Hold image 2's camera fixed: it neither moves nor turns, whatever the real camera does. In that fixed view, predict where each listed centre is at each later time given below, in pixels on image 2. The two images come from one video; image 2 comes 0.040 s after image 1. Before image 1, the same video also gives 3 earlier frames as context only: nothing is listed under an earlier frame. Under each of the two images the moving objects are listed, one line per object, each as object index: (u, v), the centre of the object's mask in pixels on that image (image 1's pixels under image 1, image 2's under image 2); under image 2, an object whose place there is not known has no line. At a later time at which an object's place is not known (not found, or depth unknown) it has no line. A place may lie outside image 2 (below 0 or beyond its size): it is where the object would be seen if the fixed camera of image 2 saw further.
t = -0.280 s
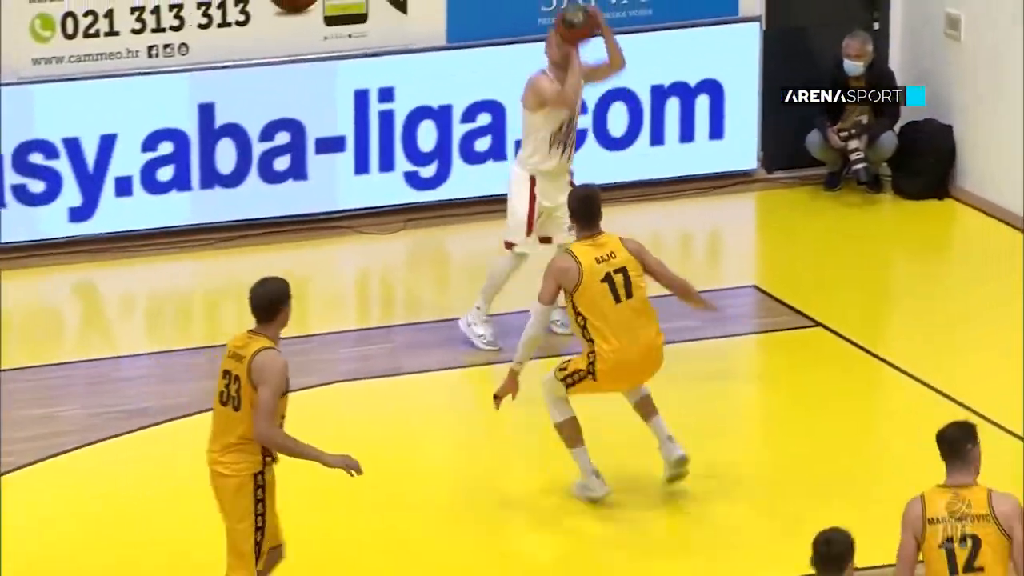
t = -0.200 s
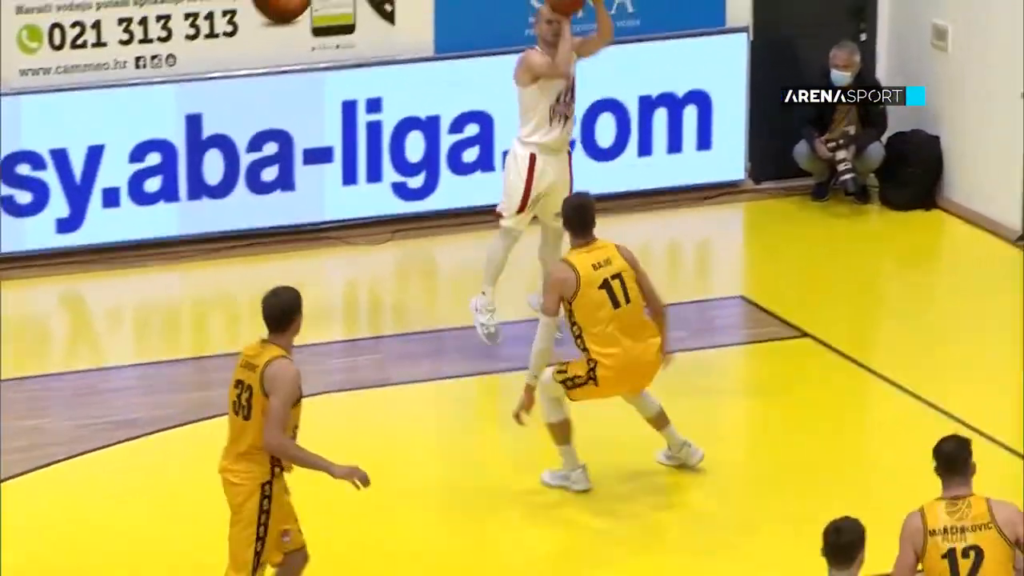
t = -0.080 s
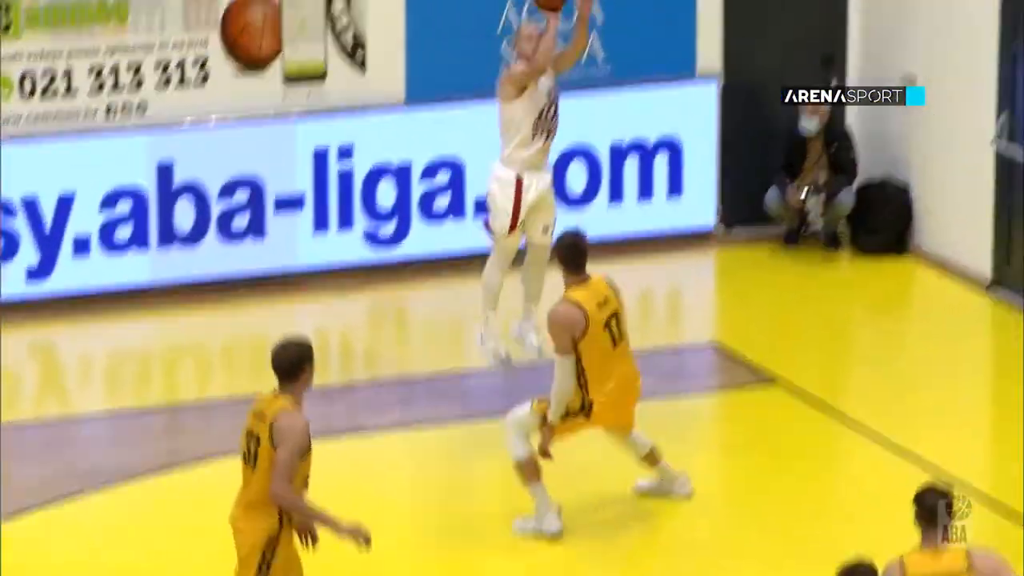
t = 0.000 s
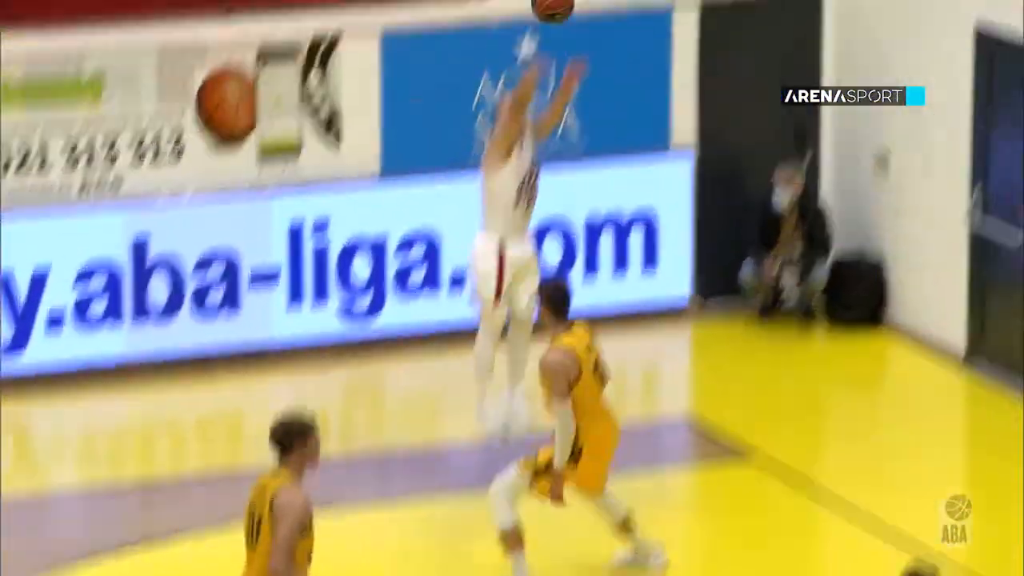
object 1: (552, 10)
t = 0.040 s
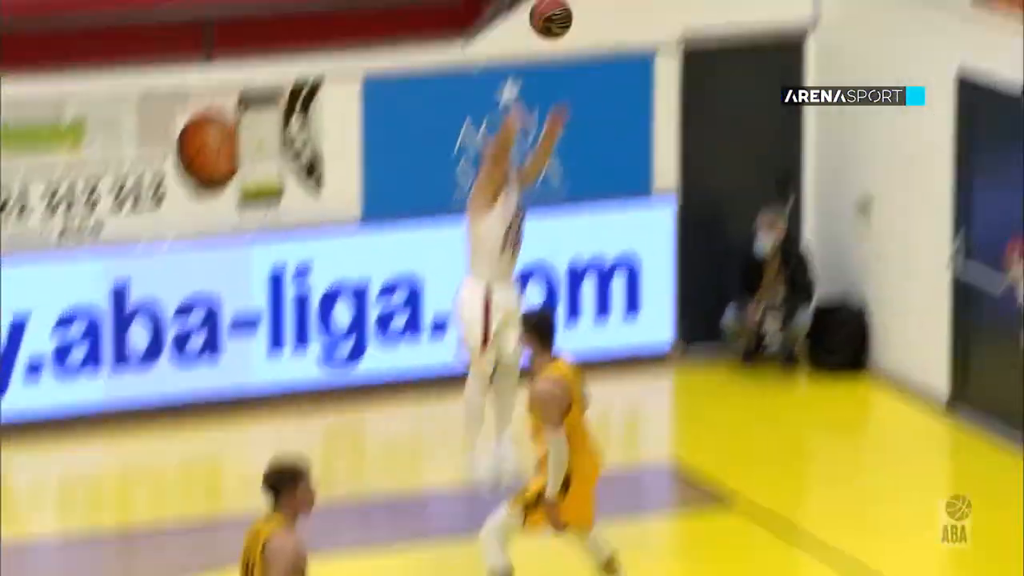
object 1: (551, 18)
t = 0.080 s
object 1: (567, -11)
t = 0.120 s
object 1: (585, -35)
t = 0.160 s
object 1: (602, -58)
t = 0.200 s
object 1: (619, -79)
